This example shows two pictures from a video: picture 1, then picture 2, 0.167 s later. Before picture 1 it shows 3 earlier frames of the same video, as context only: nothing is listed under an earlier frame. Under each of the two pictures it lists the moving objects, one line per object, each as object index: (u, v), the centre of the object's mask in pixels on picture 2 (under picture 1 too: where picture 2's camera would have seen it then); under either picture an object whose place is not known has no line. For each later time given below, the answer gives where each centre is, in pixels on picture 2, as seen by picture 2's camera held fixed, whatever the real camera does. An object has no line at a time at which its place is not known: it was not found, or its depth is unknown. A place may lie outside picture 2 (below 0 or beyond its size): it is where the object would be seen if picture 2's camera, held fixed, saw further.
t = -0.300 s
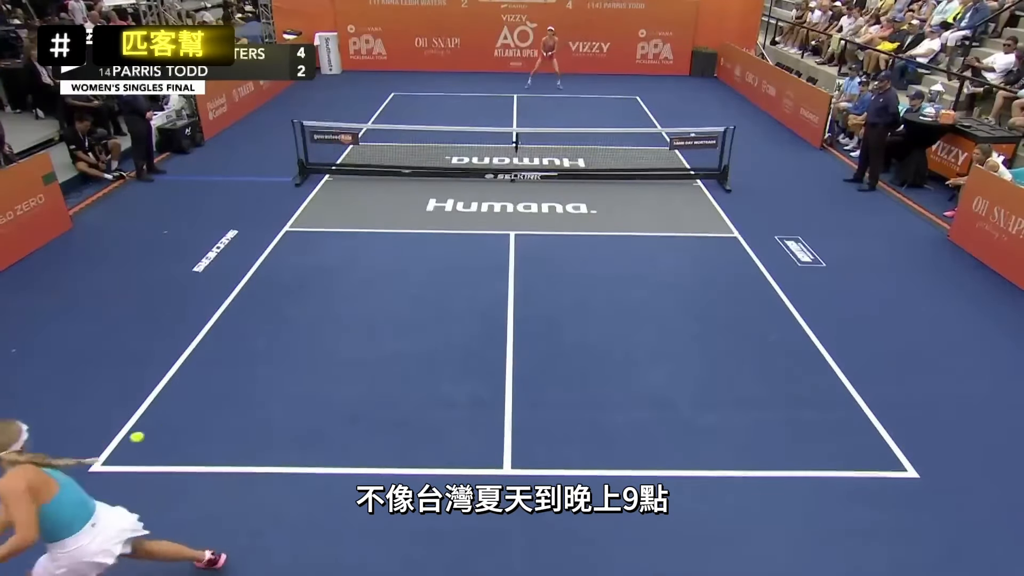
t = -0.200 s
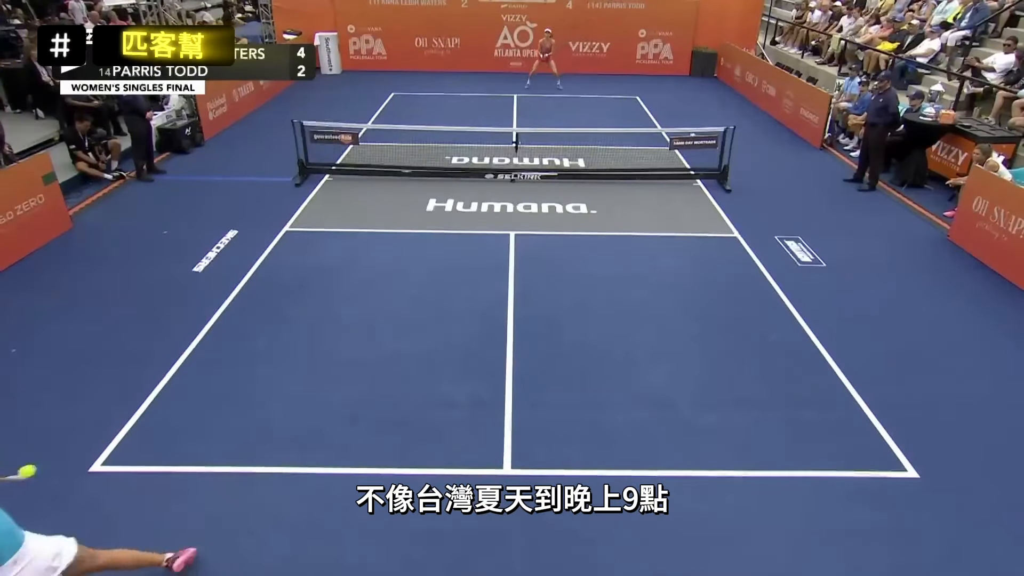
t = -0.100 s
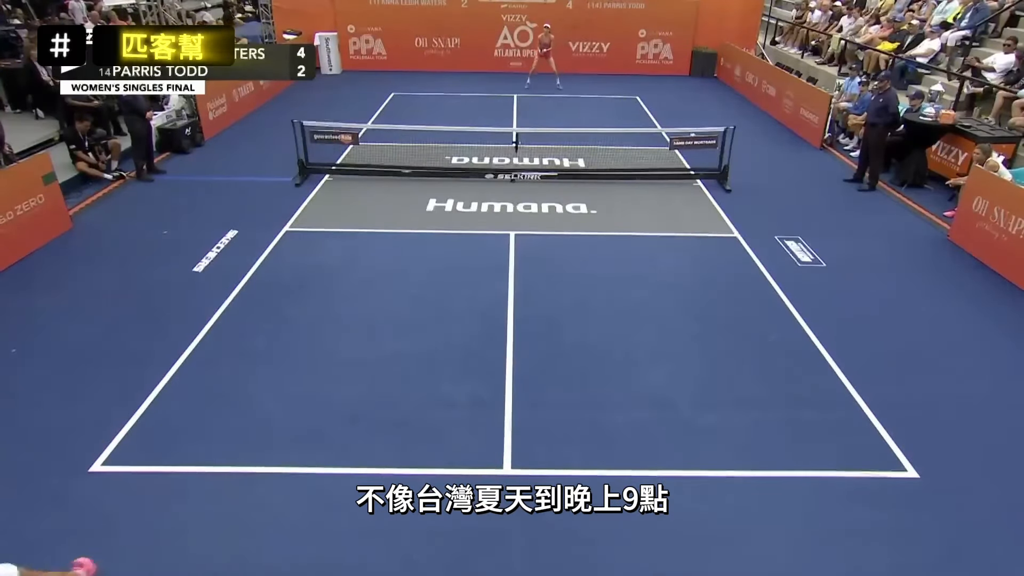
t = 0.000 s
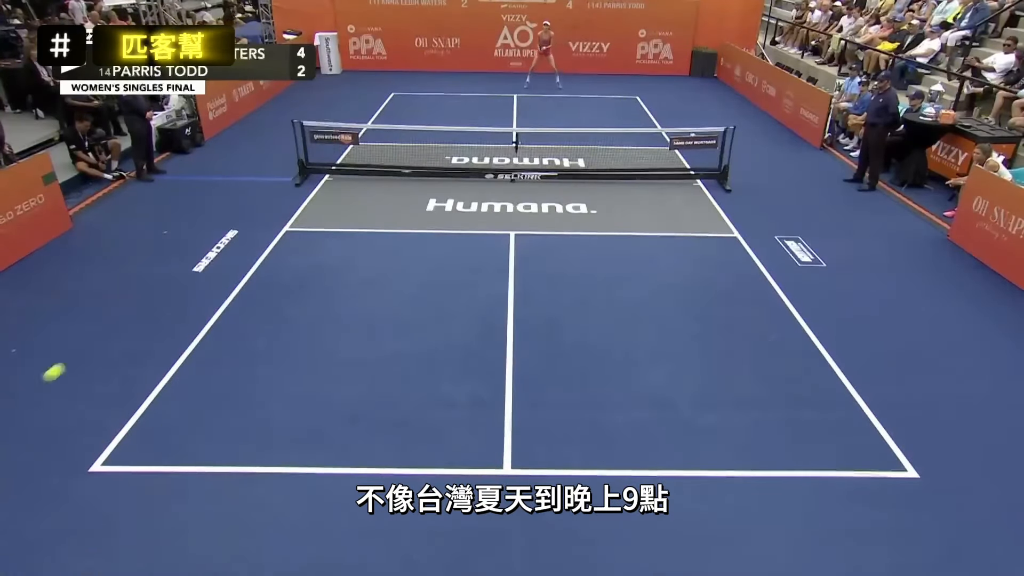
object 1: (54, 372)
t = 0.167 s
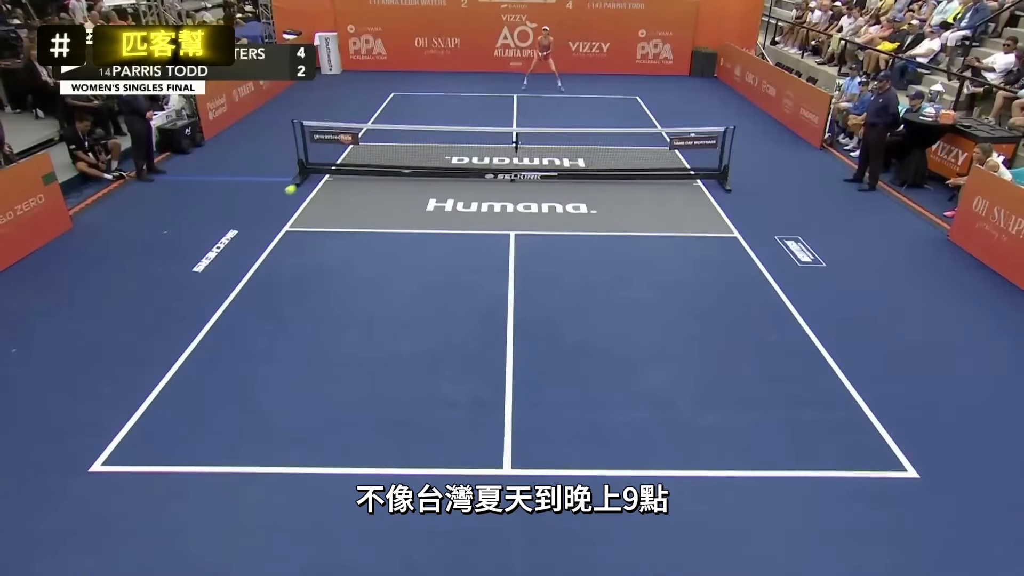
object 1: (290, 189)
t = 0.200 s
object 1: (320, 170)
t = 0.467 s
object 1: (470, 105)
